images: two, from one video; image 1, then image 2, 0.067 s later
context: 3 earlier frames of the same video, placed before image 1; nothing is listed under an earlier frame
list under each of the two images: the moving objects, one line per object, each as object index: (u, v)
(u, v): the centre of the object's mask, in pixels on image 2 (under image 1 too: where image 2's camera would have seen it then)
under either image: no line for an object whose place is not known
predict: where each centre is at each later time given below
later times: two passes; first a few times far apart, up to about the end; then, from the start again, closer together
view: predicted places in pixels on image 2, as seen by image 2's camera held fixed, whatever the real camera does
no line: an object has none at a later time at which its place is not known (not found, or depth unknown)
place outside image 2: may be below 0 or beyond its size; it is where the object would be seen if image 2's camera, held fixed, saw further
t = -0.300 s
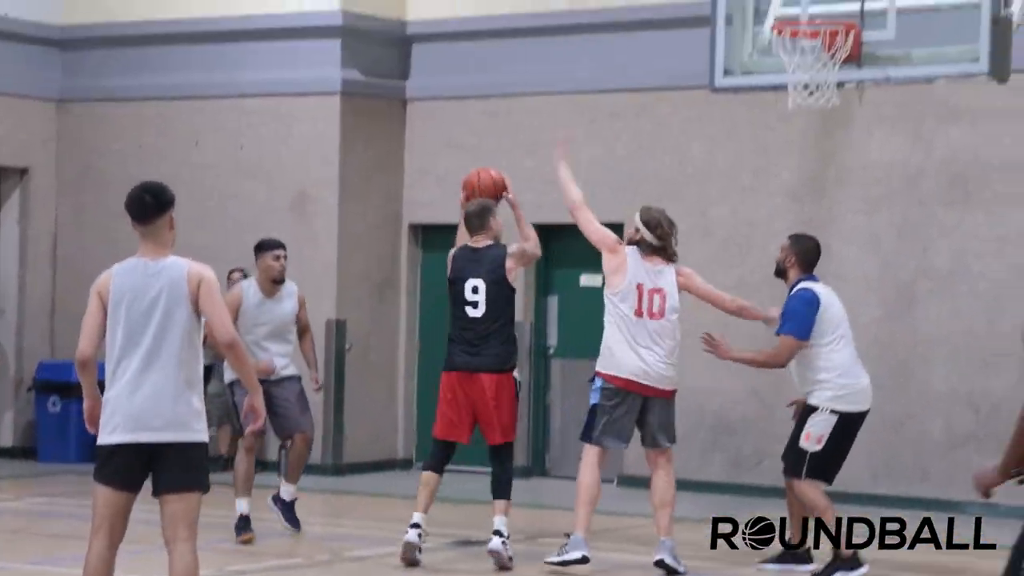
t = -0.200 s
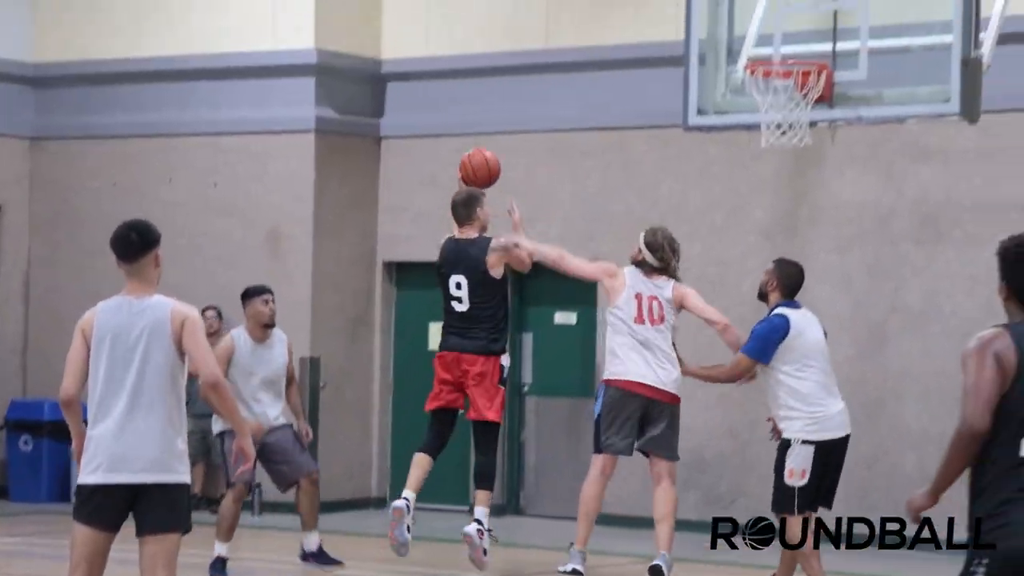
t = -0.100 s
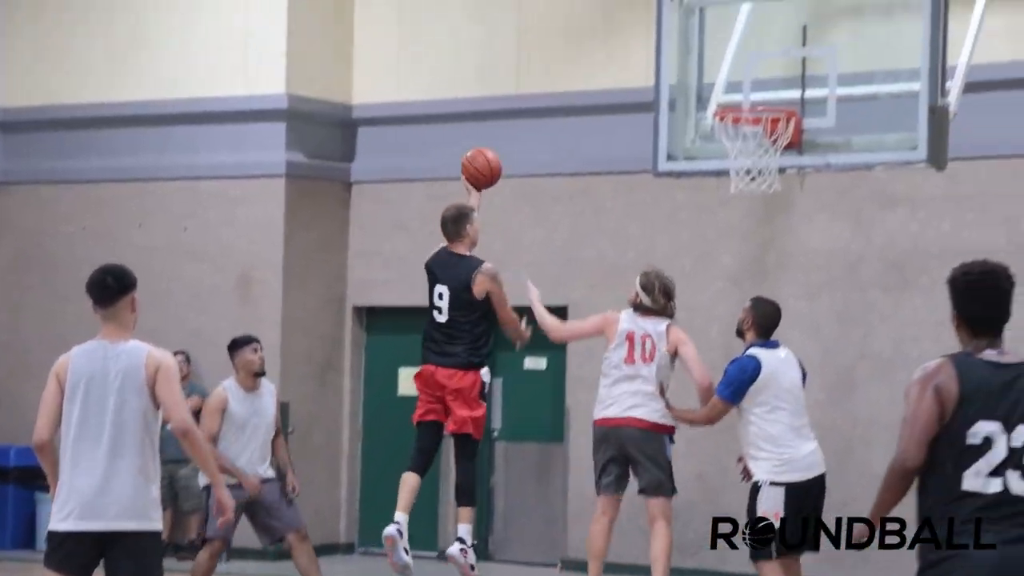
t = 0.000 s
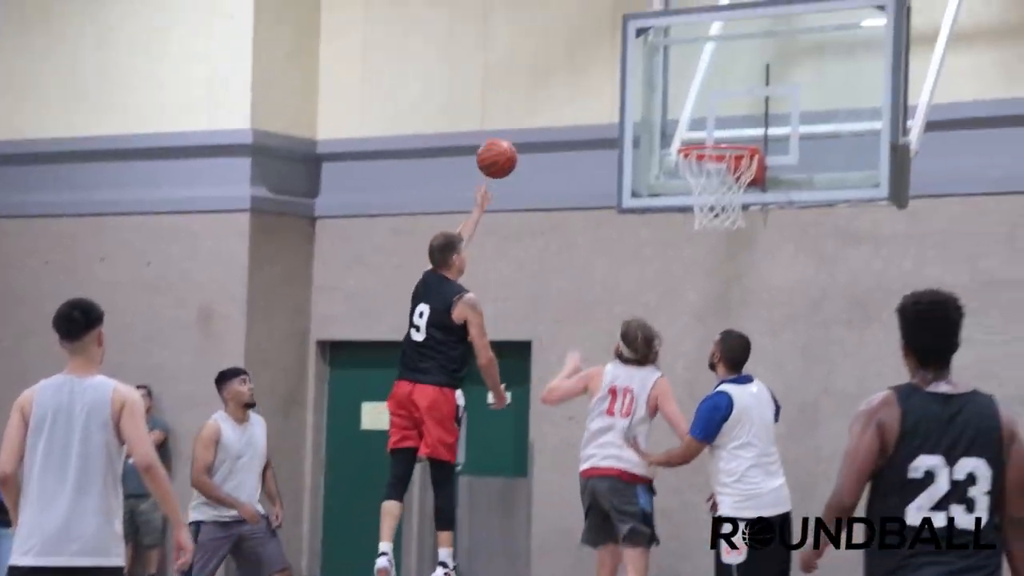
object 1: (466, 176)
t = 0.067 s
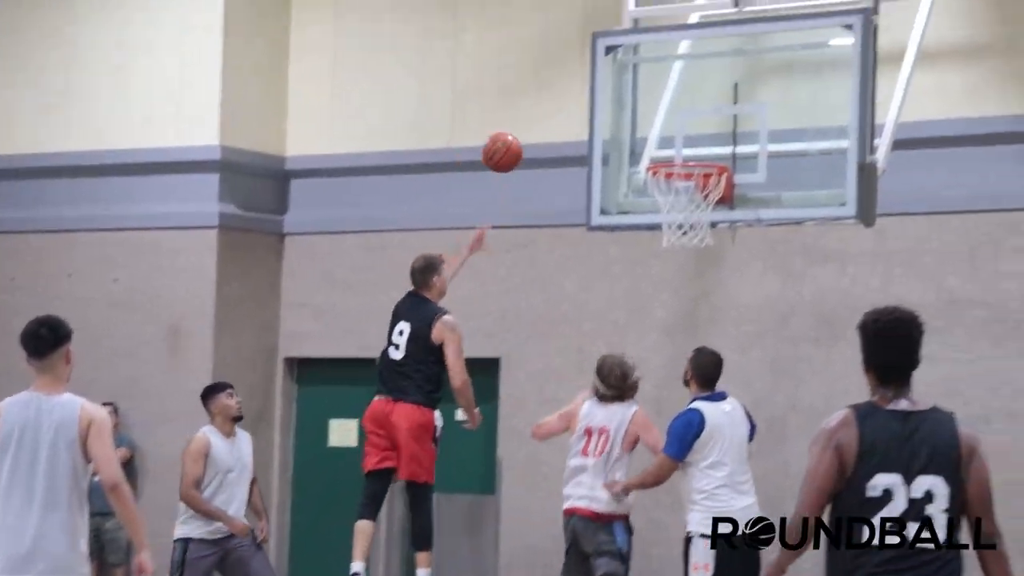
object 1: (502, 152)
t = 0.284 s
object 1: (617, 129)
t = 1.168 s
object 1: (704, 216)
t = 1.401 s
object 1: (702, 302)
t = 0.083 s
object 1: (511, 148)
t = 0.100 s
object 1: (520, 144)
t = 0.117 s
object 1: (529, 140)
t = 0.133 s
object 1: (538, 137)
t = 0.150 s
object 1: (547, 134)
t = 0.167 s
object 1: (556, 132)
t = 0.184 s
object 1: (565, 131)
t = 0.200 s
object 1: (573, 129)
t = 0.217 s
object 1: (582, 128)
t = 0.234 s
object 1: (591, 128)
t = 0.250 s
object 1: (599, 128)
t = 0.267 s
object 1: (608, 129)
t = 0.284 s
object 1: (617, 129)
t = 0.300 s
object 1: (625, 131)
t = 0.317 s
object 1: (634, 133)
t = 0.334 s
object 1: (642, 135)
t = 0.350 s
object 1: (650, 138)
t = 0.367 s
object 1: (659, 141)
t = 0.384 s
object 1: (667, 144)
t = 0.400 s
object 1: (675, 147)
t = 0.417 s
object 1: (677, 148)
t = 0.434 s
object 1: (678, 149)
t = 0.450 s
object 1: (679, 149)
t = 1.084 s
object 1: (699, 191)
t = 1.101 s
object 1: (700, 197)
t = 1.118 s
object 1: (702, 202)
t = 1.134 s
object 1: (703, 208)
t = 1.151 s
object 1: (703, 212)
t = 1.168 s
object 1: (704, 216)
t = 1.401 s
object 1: (702, 302)
